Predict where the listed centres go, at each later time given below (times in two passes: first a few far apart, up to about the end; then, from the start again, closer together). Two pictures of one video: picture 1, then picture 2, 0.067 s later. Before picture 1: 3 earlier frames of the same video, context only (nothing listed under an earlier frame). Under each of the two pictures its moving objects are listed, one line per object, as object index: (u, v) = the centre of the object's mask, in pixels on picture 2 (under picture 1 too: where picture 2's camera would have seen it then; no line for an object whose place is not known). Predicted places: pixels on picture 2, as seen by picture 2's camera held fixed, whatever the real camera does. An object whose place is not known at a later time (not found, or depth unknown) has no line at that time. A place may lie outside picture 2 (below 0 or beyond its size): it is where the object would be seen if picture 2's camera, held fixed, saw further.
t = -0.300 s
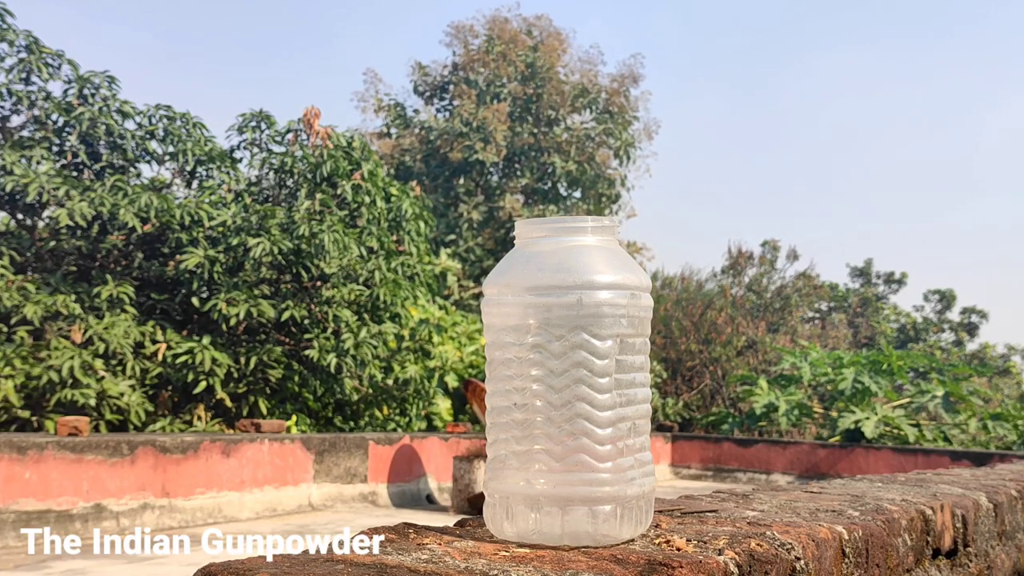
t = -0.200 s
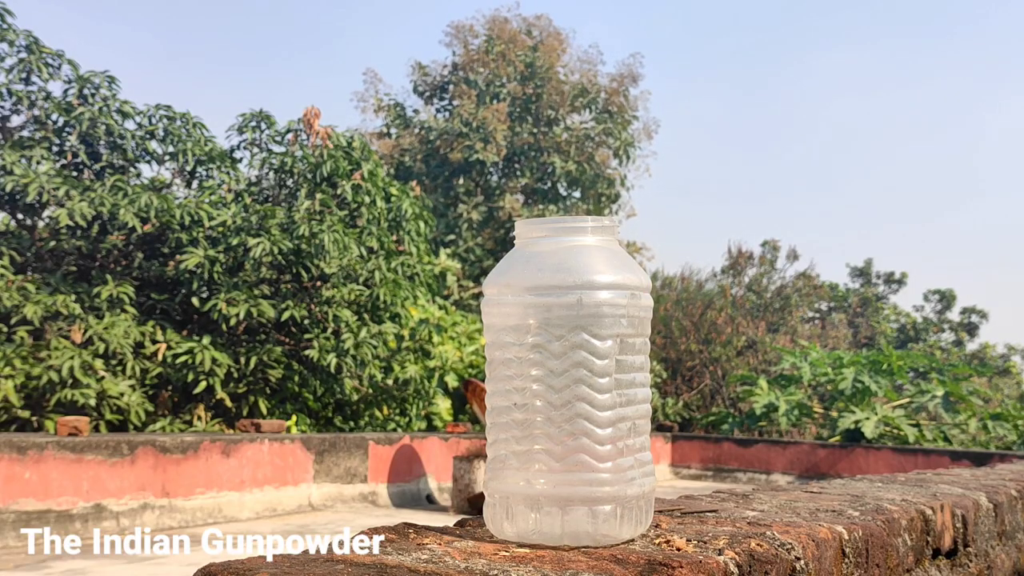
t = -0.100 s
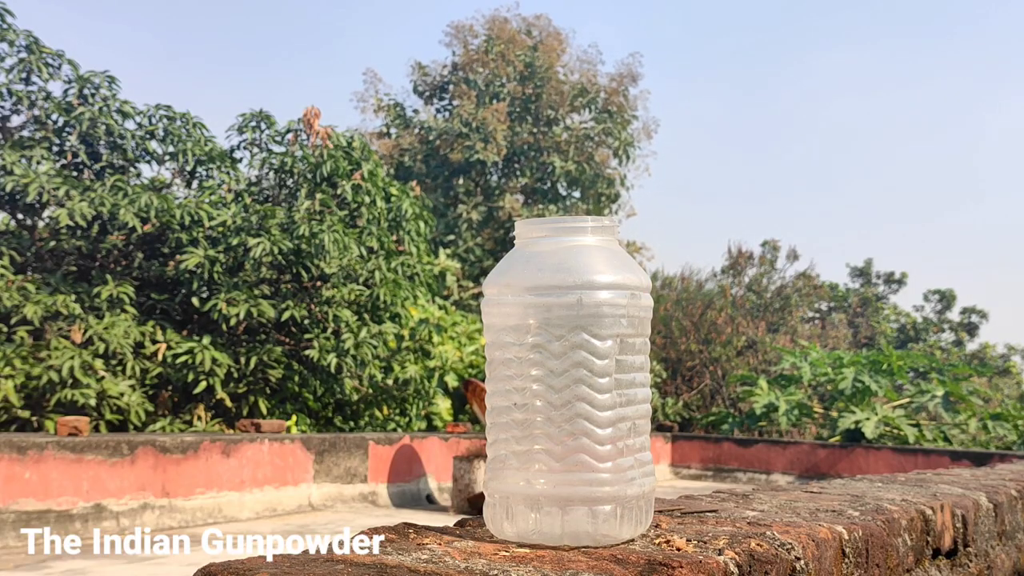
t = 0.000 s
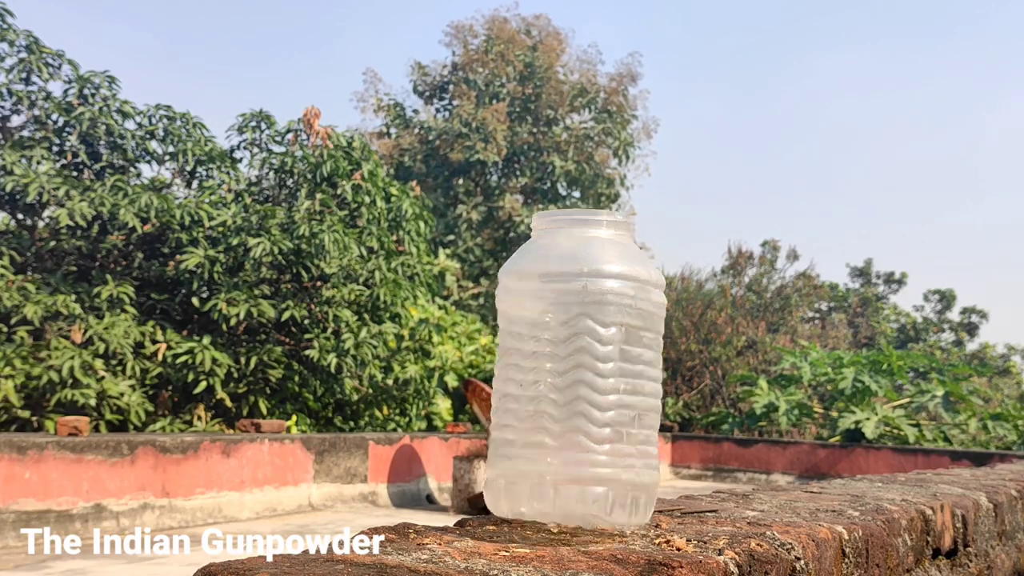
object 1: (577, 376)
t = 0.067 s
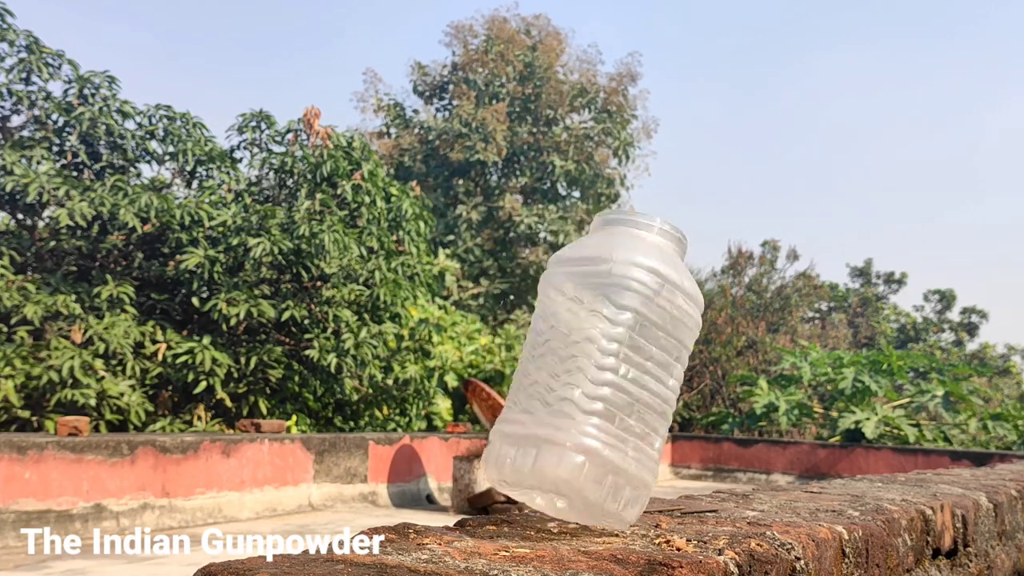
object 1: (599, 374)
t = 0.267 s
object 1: (673, 447)
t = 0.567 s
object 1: (767, 415)
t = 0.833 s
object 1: (703, 435)
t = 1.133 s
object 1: (650, 447)
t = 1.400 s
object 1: (618, 440)
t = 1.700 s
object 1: (612, 440)
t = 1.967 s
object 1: (618, 440)
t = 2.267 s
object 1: (649, 447)
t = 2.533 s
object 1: (648, 448)
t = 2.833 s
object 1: (630, 445)
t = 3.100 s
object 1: (649, 447)
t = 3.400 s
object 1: (632, 446)
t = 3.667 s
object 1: (644, 448)
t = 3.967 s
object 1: (639, 448)
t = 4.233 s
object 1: (638, 448)
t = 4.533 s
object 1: (635, 448)
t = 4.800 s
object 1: (635, 448)
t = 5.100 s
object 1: (635, 448)
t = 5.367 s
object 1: (635, 448)
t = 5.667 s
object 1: (635, 448)
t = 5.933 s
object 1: (635, 448)
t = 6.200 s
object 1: (635, 448)
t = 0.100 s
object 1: (609, 378)
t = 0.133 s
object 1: (620, 381)
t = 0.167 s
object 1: (631, 395)
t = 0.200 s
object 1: (644, 408)
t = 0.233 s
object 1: (658, 425)
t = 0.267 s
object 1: (673, 447)
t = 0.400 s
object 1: (730, 423)
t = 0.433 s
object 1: (742, 428)
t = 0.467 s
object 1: (752, 433)
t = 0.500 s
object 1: (762, 443)
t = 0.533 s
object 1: (765, 423)
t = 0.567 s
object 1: (767, 415)
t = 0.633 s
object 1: (771, 428)
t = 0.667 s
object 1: (766, 431)
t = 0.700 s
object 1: (752, 424)
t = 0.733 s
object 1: (739, 428)
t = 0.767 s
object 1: (725, 443)
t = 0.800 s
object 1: (712, 444)
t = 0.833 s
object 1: (703, 435)
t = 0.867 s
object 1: (694, 437)
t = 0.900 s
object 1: (684, 442)
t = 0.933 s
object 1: (678, 441)
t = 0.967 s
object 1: (672, 443)
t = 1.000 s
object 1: (667, 441)
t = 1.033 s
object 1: (662, 444)
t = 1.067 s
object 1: (658, 444)
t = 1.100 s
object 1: (655, 446)
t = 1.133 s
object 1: (650, 447)
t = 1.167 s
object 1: (644, 447)
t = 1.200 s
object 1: (637, 447)
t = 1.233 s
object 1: (632, 445)
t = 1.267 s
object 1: (627, 443)
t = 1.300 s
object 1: (624, 442)
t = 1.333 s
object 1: (622, 441)
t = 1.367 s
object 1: (620, 441)
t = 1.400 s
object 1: (618, 440)
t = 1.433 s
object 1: (617, 440)
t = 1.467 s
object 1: (615, 440)
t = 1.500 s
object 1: (614, 440)
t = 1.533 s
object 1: (613, 440)
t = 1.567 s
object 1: (613, 440)
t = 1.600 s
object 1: (612, 440)
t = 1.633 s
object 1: (612, 440)
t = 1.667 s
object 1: (612, 440)
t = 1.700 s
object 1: (612, 440)
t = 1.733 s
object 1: (612, 440)
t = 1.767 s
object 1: (612, 440)
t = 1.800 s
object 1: (613, 440)
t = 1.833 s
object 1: (613, 440)
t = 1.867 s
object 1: (614, 440)
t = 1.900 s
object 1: (615, 440)
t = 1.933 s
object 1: (616, 440)
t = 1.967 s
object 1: (618, 440)
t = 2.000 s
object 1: (619, 441)
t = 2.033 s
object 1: (621, 441)
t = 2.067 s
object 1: (624, 442)
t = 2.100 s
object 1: (627, 443)
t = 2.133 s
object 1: (631, 445)
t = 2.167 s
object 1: (635, 447)
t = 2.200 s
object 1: (640, 448)
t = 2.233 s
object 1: (645, 448)
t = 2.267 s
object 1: (649, 447)
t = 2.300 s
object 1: (652, 447)
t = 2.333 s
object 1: (654, 446)
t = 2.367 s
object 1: (655, 446)
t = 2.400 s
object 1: (655, 446)
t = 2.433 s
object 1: (655, 446)
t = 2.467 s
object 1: (654, 446)
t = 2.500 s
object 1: (651, 447)
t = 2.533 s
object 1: (648, 448)
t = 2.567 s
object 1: (644, 448)
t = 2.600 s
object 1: (640, 448)
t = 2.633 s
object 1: (636, 447)
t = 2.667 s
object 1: (632, 446)
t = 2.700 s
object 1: (630, 445)
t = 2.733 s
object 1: (629, 445)
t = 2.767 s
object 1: (628, 444)
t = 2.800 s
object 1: (629, 445)
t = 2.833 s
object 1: (630, 445)
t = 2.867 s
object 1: (633, 446)
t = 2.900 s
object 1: (636, 448)
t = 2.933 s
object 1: (639, 448)
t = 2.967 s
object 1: (642, 448)
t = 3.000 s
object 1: (645, 448)
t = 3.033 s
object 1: (648, 448)
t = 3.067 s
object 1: (649, 447)
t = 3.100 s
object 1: (649, 447)
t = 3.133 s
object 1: (648, 447)
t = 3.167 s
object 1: (647, 448)
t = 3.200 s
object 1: (644, 448)
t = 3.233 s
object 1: (641, 448)
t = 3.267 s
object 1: (639, 448)
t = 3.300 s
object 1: (636, 448)
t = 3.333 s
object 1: (633, 447)
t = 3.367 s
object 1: (632, 446)
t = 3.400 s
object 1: (632, 446)
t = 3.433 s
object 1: (632, 446)
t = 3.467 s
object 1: (634, 447)
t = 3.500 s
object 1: (636, 448)
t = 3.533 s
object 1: (638, 448)
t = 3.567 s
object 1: (640, 448)
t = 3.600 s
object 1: (641, 448)
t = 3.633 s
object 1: (643, 448)
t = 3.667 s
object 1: (644, 448)
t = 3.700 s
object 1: (646, 448)
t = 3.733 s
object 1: (647, 448)
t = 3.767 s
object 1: (646, 448)
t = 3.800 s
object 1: (645, 448)
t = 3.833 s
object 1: (644, 448)
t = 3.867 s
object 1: (643, 448)
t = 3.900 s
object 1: (642, 448)
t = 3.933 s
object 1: (640, 448)
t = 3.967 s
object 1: (639, 448)
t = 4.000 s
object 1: (637, 448)
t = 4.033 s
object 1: (635, 448)
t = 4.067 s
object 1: (633, 447)
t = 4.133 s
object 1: (634, 447)
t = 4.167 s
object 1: (635, 448)
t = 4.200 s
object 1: (637, 448)
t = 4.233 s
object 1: (638, 448)
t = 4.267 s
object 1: (638, 448)
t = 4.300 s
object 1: (638, 448)
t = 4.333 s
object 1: (638, 448)
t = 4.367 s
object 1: (638, 448)
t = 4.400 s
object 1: (637, 448)
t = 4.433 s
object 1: (635, 448)
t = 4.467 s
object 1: (634, 448)
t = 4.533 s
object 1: (635, 448)
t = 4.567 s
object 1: (636, 448)
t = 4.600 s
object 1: (636, 448)
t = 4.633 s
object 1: (637, 448)
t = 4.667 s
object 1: (636, 448)
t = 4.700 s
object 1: (636, 448)
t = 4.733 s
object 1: (635, 448)
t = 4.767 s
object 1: (634, 448)
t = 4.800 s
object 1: (635, 448)
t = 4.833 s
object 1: (636, 448)
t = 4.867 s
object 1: (636, 448)
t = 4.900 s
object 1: (636, 448)
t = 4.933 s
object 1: (635, 448)
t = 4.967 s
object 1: (635, 448)
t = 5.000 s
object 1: (635, 448)
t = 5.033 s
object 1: (636, 448)
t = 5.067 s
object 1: (636, 448)
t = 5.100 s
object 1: (635, 448)
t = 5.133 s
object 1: (635, 448)
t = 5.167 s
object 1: (635, 448)
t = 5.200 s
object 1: (635, 448)
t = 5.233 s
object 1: (635, 448)
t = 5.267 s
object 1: (635, 448)
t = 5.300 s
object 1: (635, 448)
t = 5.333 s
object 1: (635, 448)
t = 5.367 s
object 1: (635, 448)
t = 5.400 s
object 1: (635, 448)
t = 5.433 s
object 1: (635, 448)
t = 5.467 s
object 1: (635, 448)
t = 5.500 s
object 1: (635, 448)
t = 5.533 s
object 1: (635, 448)
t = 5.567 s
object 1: (635, 448)
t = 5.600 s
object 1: (635, 448)
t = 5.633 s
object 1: (635, 448)
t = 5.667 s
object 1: (635, 448)
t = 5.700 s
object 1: (635, 448)
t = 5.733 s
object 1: (635, 448)
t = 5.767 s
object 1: (635, 448)
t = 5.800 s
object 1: (635, 448)
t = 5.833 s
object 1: (635, 448)
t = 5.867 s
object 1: (635, 448)
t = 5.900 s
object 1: (635, 448)
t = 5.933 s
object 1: (635, 448)
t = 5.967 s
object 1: (635, 448)
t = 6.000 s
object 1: (635, 448)
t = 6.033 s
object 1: (635, 448)
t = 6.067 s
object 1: (635, 448)
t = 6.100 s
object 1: (635, 448)
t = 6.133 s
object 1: (635, 448)
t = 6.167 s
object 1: (635, 448)
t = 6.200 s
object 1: (635, 448)
